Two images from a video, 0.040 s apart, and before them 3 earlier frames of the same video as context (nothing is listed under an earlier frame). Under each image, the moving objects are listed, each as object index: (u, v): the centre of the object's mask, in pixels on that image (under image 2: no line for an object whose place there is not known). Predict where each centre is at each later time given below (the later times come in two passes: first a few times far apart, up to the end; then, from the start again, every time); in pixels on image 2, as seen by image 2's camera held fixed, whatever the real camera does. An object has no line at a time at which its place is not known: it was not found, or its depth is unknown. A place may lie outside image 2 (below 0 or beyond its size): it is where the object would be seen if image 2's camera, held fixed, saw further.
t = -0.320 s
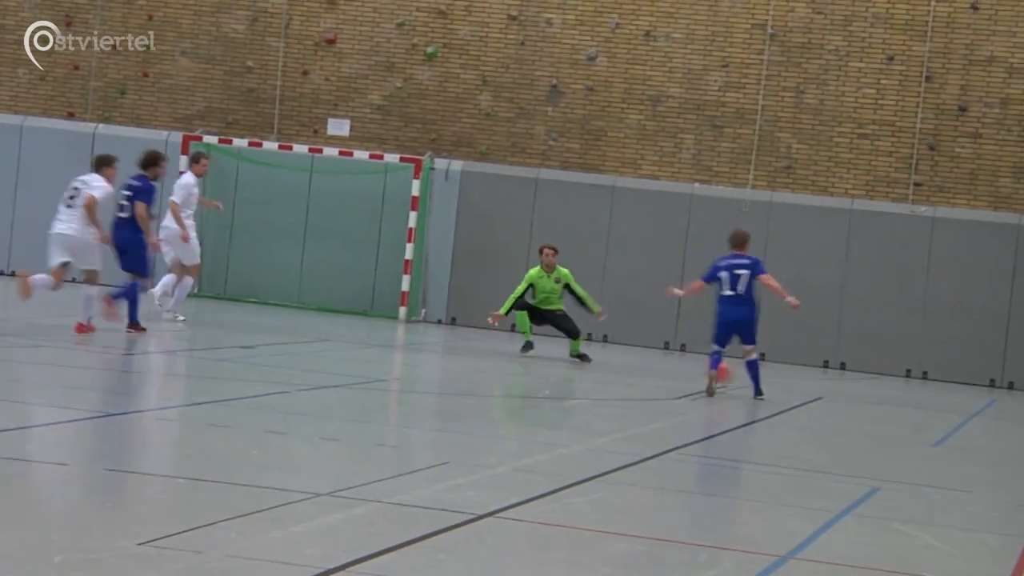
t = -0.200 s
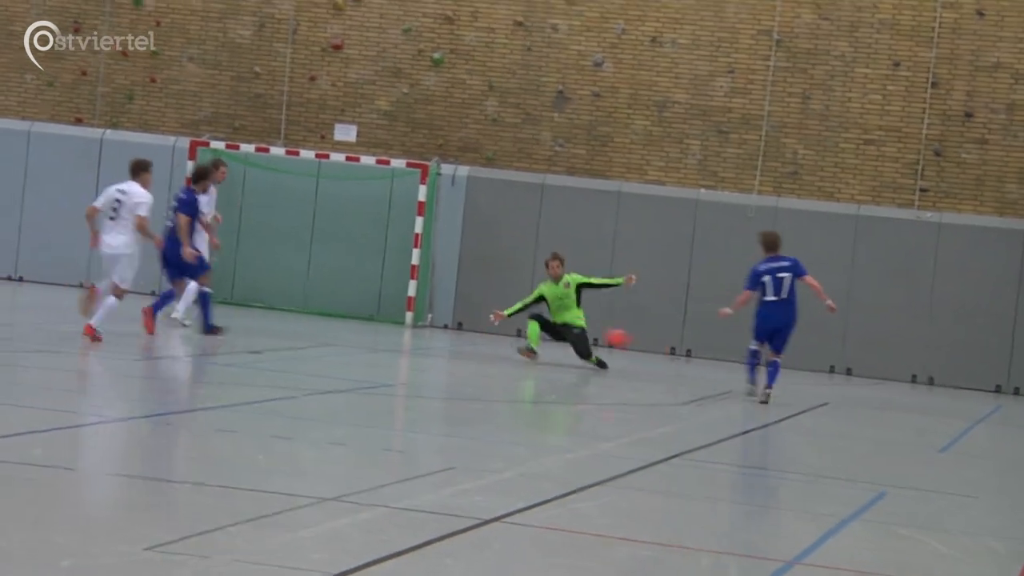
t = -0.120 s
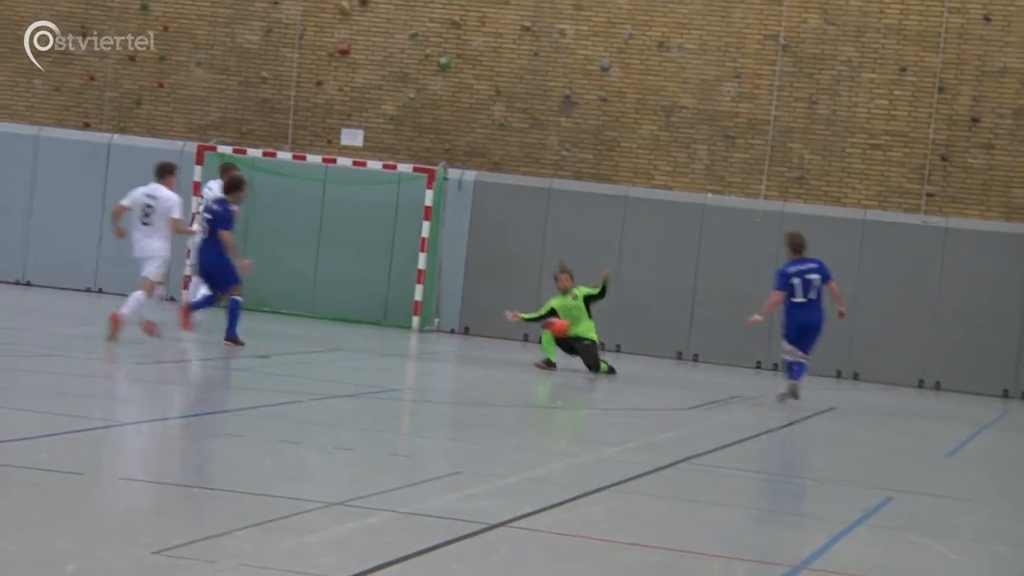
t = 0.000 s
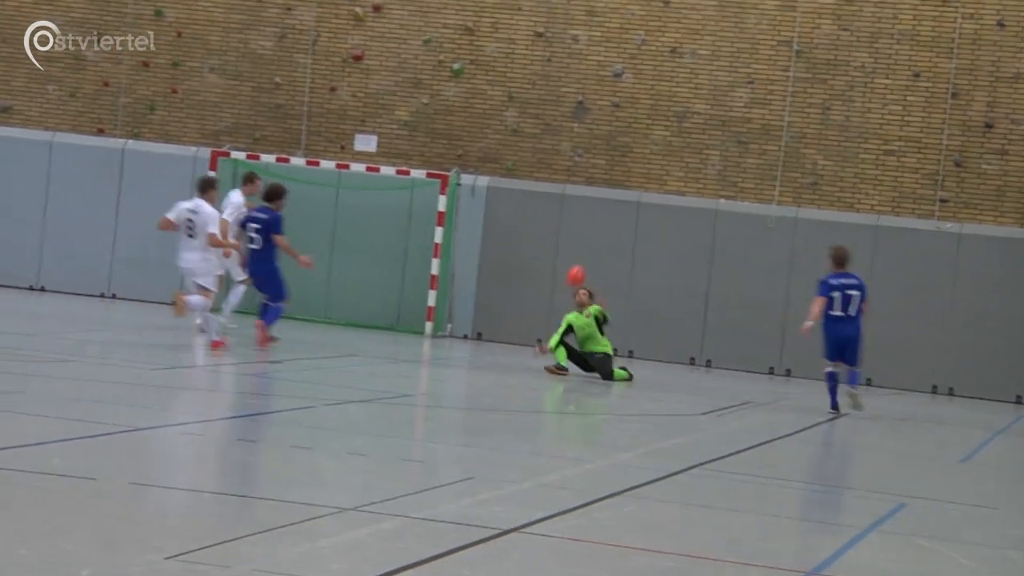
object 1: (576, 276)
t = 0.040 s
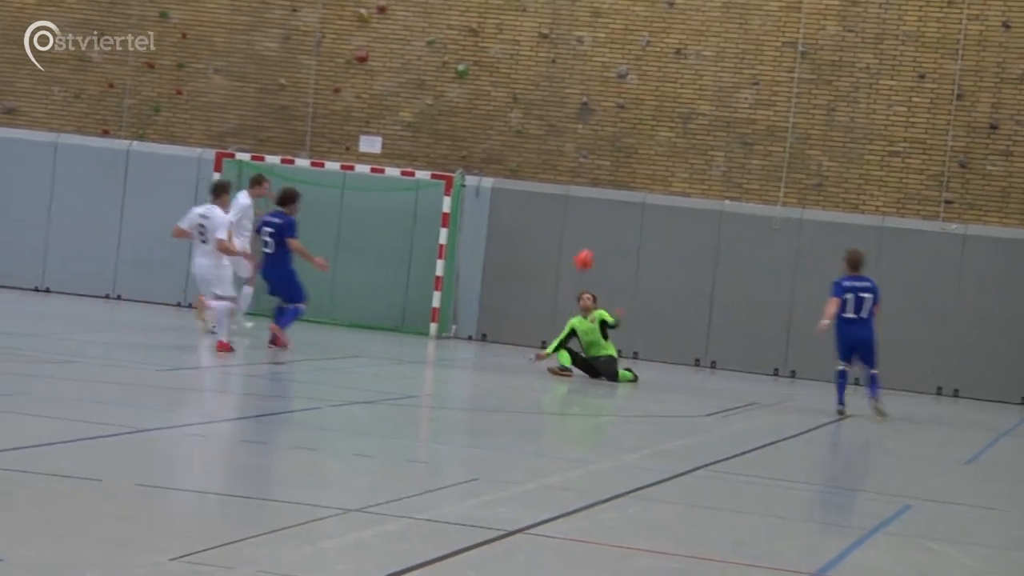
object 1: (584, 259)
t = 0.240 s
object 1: (605, 194)
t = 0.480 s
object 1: (622, 162)
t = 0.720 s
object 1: (633, 185)
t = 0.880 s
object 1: (636, 233)
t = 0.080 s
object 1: (589, 244)
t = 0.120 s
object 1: (594, 229)
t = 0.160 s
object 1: (598, 215)
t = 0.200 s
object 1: (601, 204)
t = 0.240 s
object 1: (605, 194)
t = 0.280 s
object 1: (608, 185)
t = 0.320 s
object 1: (611, 177)
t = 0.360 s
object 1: (614, 172)
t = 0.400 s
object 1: (618, 167)
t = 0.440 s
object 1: (620, 164)
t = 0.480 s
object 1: (622, 162)
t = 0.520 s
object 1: (625, 162)
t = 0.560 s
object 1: (627, 164)
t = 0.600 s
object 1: (629, 167)
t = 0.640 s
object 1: (629, 172)
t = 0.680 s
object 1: (631, 177)
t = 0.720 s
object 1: (633, 185)
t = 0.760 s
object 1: (634, 195)
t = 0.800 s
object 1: (635, 206)
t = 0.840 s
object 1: (636, 219)
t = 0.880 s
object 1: (636, 233)
